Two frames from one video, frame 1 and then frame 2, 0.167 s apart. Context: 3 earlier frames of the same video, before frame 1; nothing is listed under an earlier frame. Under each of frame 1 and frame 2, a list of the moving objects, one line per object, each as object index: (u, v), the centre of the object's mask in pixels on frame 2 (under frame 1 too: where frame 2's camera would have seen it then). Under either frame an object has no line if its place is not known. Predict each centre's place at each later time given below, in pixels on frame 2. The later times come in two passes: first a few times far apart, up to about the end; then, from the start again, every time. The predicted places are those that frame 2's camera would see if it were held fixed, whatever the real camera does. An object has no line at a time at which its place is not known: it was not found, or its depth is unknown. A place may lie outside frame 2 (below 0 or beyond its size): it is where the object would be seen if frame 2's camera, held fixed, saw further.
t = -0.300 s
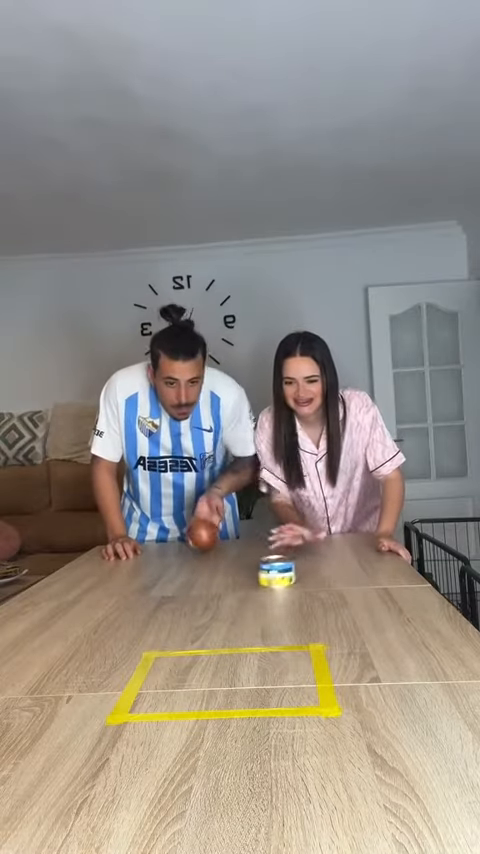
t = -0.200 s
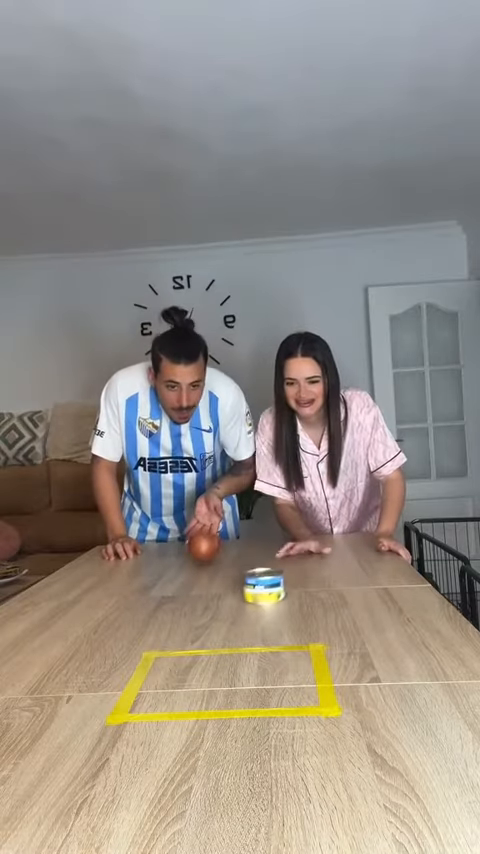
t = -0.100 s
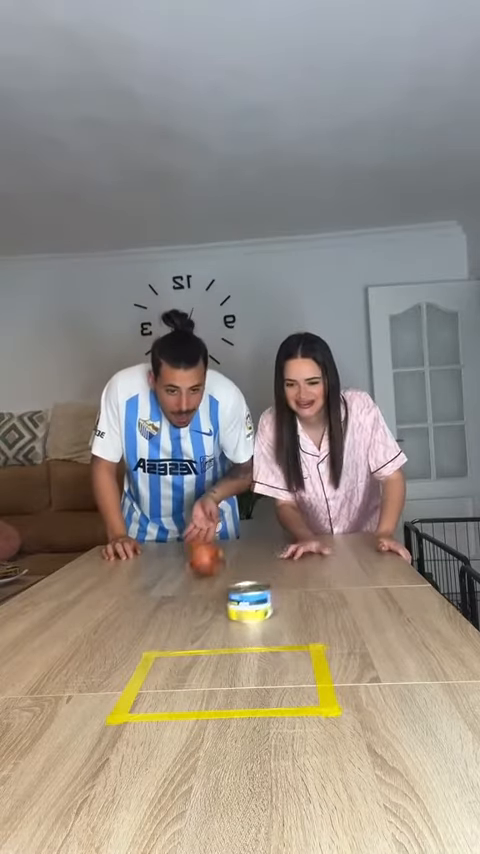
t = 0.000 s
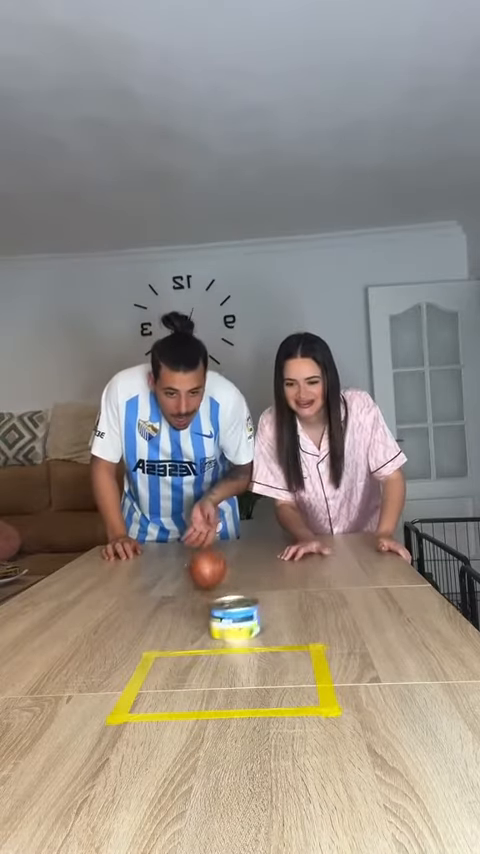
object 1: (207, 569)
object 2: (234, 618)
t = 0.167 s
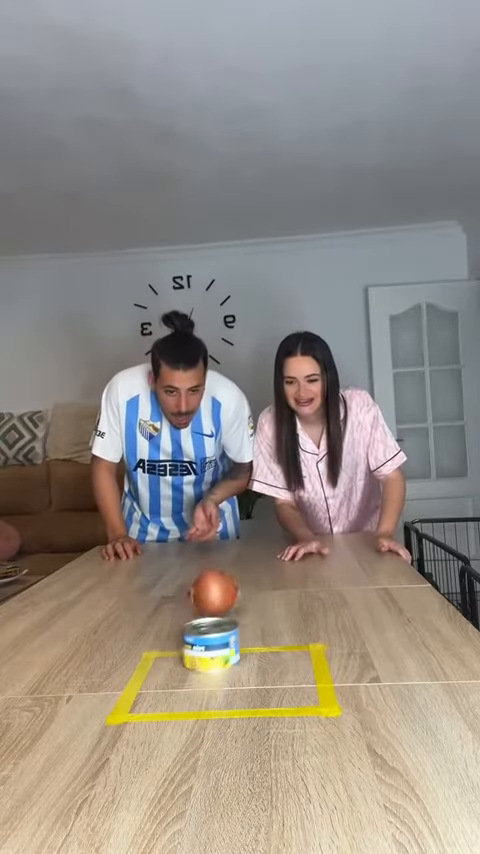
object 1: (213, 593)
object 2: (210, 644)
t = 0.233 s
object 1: (220, 603)
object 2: (202, 653)
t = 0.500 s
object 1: (270, 671)
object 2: (179, 677)
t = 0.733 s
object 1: (375, 792)
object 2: (177, 678)
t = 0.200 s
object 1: (217, 600)
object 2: (206, 649)
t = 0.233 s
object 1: (220, 603)
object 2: (202, 653)
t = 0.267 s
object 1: (225, 610)
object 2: (198, 657)
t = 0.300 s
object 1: (230, 618)
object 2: (194, 661)
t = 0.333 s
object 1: (235, 627)
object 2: (191, 664)
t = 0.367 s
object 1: (240, 633)
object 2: (188, 668)
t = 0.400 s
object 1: (245, 643)
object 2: (185, 671)
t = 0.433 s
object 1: (252, 651)
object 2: (182, 673)
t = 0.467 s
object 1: (260, 661)
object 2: (180, 675)
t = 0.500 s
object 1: (270, 671)
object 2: (179, 677)
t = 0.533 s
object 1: (277, 686)
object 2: (178, 678)
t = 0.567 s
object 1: (287, 698)
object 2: (178, 679)
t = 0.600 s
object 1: (301, 714)
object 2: (178, 679)
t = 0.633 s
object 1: (315, 729)
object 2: (177, 678)
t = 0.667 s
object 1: (334, 745)
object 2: (177, 678)
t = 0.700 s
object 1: (353, 766)
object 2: (177, 678)
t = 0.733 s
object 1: (375, 792)
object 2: (177, 678)
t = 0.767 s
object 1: (395, 811)
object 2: (177, 678)
